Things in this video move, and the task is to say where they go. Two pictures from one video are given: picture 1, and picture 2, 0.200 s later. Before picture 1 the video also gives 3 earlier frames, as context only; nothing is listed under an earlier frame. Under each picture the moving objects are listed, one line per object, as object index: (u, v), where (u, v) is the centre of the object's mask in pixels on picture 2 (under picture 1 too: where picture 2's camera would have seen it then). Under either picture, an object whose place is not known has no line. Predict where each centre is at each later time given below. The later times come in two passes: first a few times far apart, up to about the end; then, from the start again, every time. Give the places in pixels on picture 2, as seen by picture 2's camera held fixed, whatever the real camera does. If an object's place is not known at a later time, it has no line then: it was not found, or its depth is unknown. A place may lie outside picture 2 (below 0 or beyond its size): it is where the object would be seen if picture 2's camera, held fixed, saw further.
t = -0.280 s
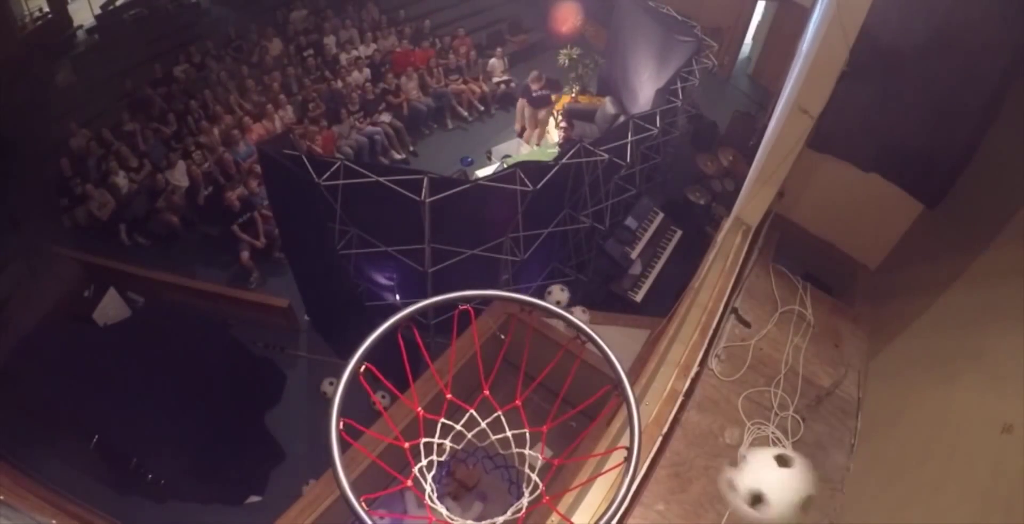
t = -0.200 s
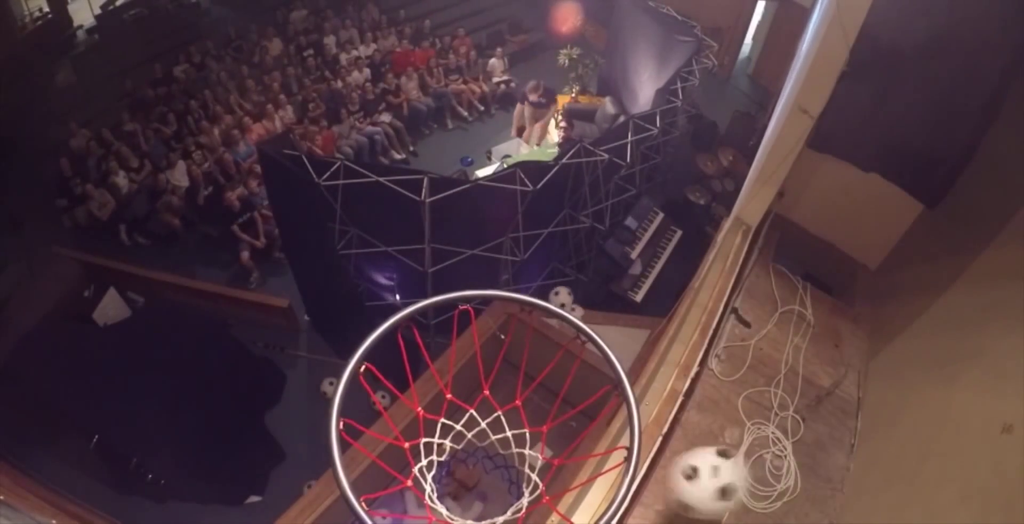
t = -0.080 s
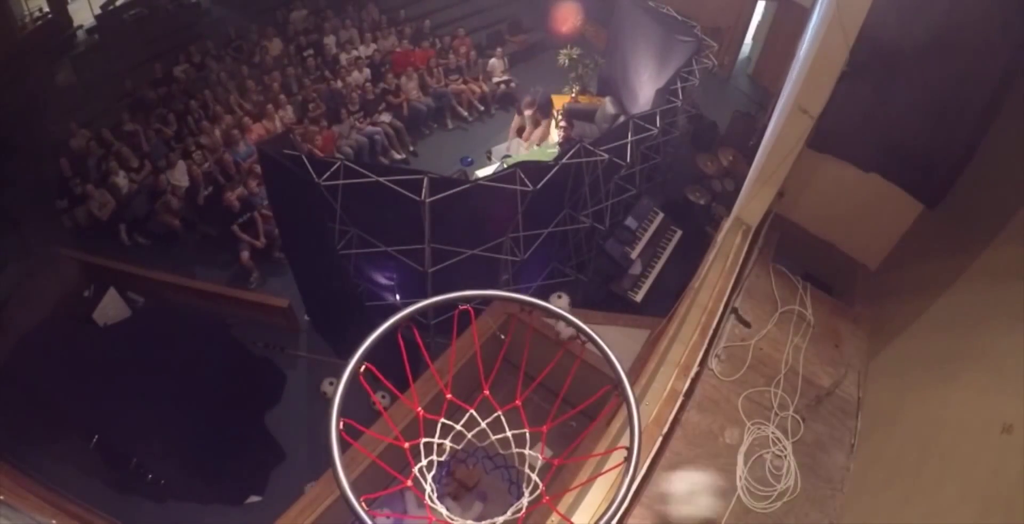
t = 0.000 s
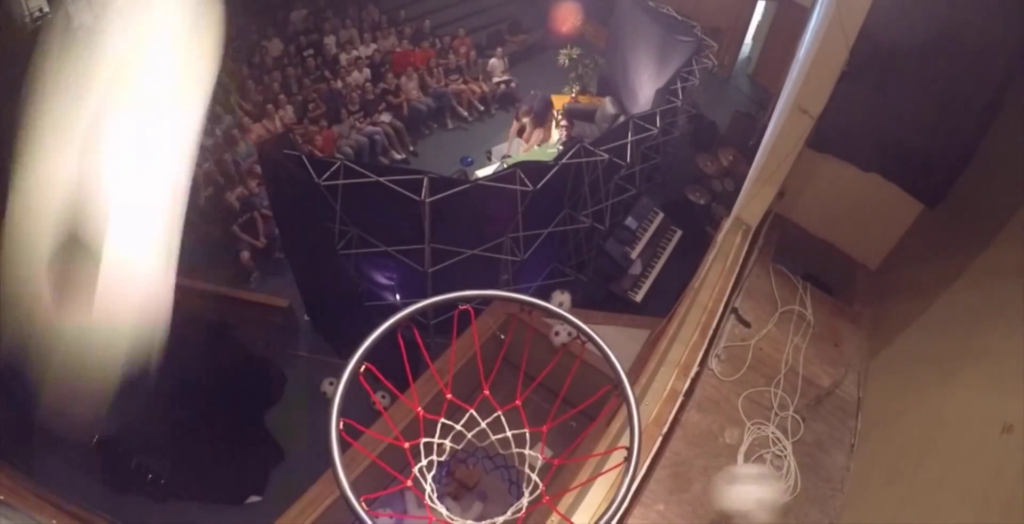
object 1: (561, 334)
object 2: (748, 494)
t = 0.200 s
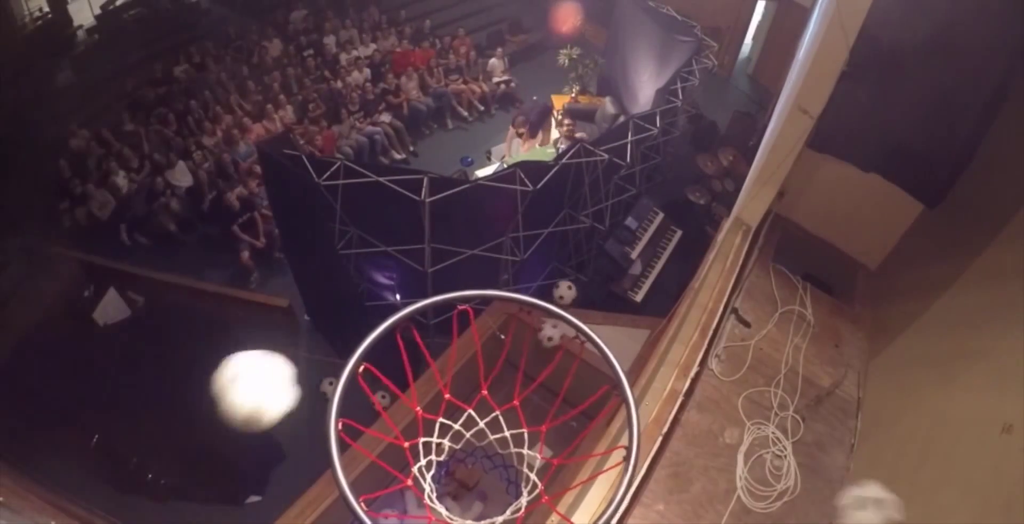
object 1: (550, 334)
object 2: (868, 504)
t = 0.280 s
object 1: (543, 341)
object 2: (871, 503)
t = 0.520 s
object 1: (519, 379)
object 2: (746, 473)
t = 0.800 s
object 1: (507, 386)
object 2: (705, 397)
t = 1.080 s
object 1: (500, 384)
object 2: (709, 368)
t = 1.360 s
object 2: (726, 365)
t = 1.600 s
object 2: (750, 380)
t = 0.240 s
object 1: (547, 337)
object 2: (880, 507)
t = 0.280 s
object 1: (543, 341)
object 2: (871, 503)
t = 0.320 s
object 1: (540, 346)
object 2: (856, 497)
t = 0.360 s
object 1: (537, 351)
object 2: (836, 492)
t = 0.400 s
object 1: (532, 358)
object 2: (817, 486)
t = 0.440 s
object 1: (528, 365)
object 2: (795, 480)
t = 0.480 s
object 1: (524, 372)
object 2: (768, 477)
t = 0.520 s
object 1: (519, 379)
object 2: (746, 473)
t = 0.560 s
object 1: (517, 388)
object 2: (734, 464)
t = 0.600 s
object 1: (511, 395)
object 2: (734, 451)
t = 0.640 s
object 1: (507, 400)
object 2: (731, 437)
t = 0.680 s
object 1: (508, 397)
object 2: (725, 425)
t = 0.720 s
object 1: (508, 393)
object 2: (718, 414)
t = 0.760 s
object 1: (507, 390)
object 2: (710, 406)
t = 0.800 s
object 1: (507, 386)
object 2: (705, 397)
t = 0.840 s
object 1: (506, 384)
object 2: (707, 390)
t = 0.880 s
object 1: (505, 382)
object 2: (708, 384)
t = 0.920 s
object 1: (504, 381)
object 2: (708, 381)
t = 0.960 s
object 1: (503, 381)
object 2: (706, 379)
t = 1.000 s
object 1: (502, 381)
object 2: (704, 376)
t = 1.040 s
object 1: (501, 382)
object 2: (707, 371)
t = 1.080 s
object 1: (500, 384)
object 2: (709, 368)
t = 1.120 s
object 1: (499, 386)
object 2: (709, 366)
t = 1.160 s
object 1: (496, 390)
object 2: (709, 366)
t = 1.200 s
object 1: (492, 396)
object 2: (714, 363)
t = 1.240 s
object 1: (489, 401)
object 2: (716, 361)
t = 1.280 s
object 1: (487, 406)
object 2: (718, 362)
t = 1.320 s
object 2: (721, 364)
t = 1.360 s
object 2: (726, 365)
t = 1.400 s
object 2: (730, 368)
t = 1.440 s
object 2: (731, 373)
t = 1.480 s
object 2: (732, 380)
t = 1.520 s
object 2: (731, 389)
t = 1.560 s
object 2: (739, 386)
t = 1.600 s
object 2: (750, 380)
